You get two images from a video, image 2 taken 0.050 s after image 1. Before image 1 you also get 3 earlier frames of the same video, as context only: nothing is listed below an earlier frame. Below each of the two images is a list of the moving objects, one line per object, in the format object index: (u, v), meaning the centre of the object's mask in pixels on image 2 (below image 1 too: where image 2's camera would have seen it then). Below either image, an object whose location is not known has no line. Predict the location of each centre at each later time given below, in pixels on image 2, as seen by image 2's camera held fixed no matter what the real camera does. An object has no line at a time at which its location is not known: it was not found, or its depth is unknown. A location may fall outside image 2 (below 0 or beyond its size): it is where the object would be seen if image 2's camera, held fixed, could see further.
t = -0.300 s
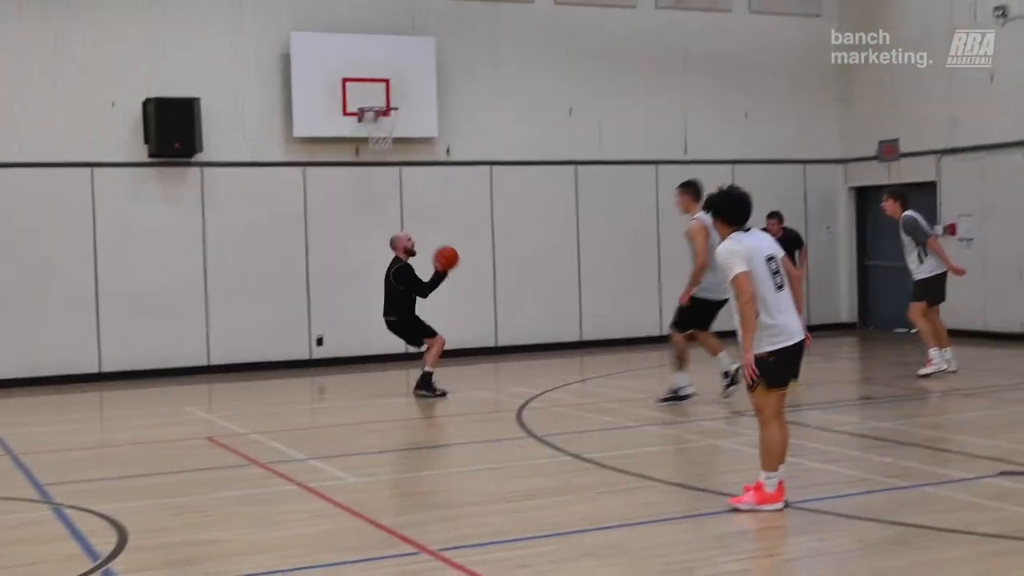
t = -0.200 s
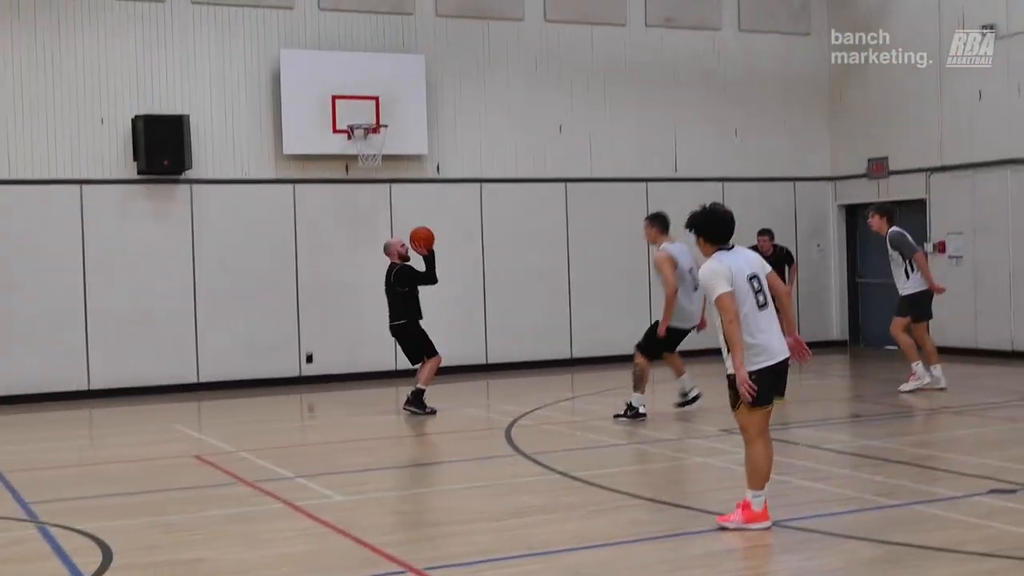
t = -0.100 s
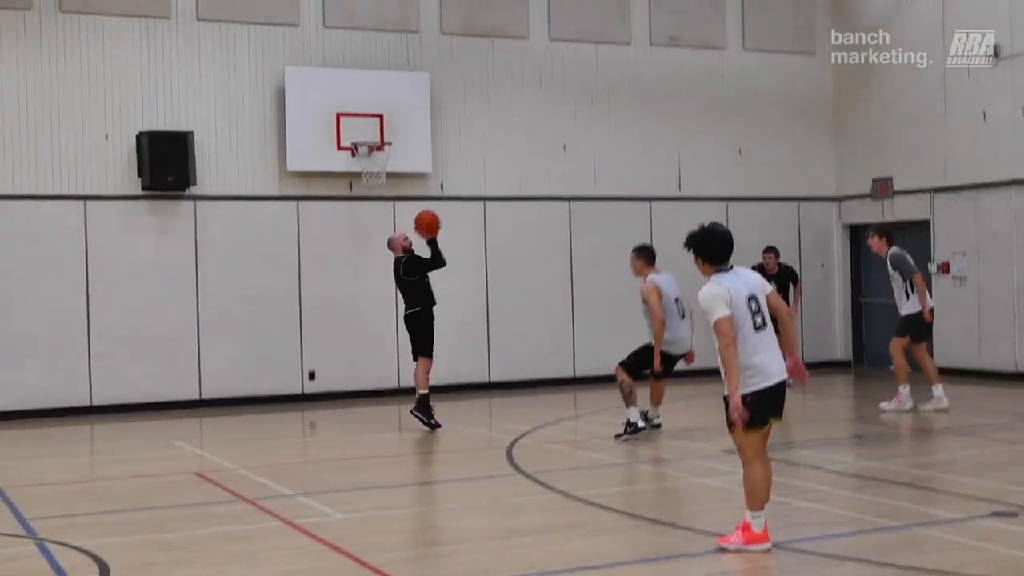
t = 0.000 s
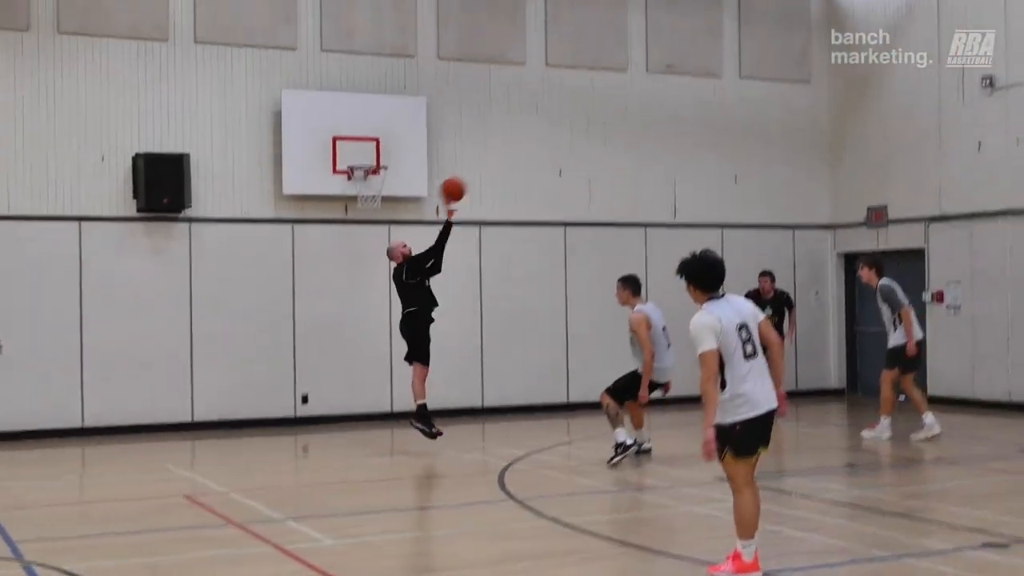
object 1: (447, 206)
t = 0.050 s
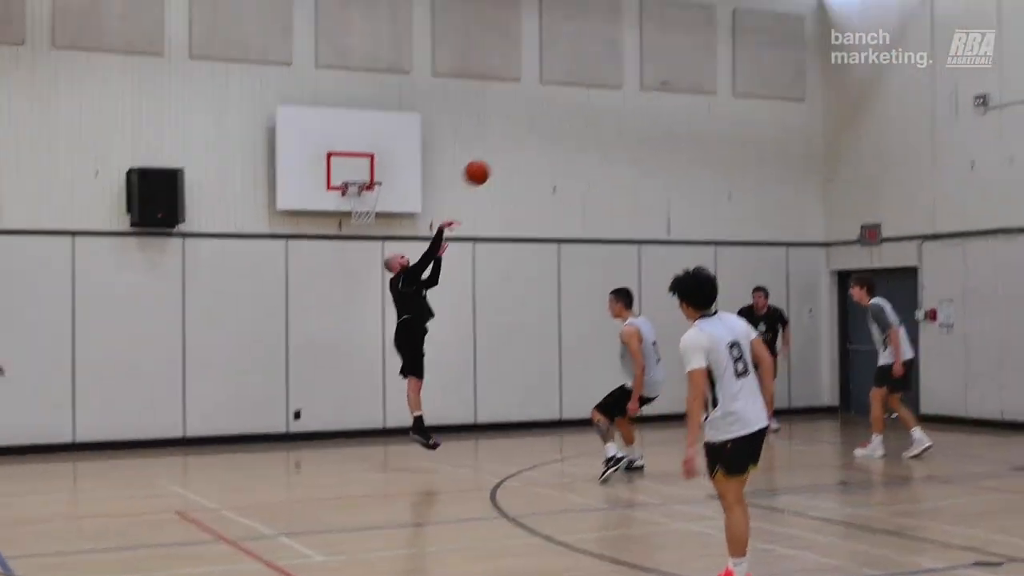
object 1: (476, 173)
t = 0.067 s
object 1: (487, 162)
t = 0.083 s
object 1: (497, 151)
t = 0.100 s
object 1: (508, 141)
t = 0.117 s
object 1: (519, 131)
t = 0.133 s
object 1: (529, 121)
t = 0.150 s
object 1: (539, 112)
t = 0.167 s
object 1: (550, 103)
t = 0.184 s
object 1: (560, 95)
